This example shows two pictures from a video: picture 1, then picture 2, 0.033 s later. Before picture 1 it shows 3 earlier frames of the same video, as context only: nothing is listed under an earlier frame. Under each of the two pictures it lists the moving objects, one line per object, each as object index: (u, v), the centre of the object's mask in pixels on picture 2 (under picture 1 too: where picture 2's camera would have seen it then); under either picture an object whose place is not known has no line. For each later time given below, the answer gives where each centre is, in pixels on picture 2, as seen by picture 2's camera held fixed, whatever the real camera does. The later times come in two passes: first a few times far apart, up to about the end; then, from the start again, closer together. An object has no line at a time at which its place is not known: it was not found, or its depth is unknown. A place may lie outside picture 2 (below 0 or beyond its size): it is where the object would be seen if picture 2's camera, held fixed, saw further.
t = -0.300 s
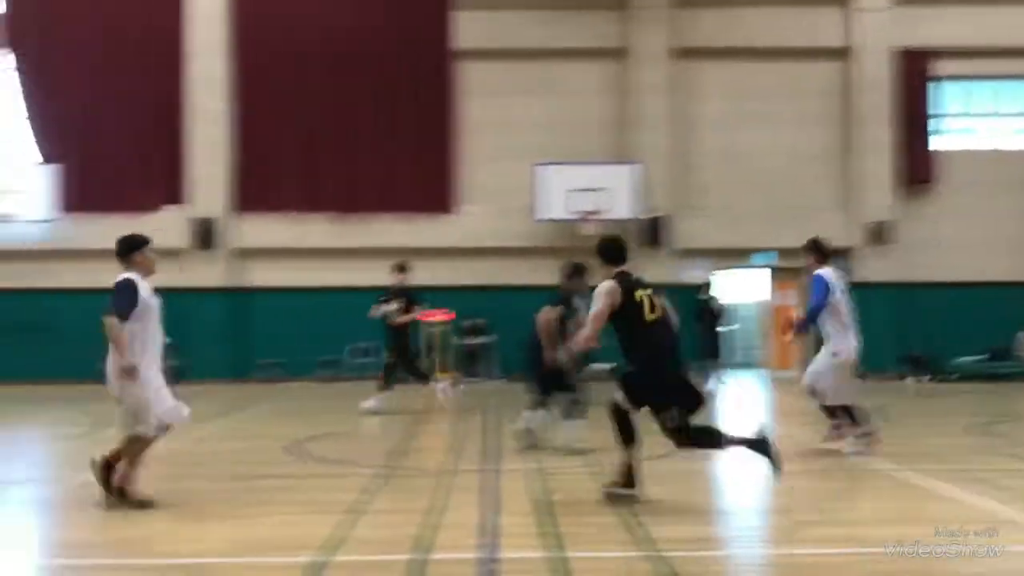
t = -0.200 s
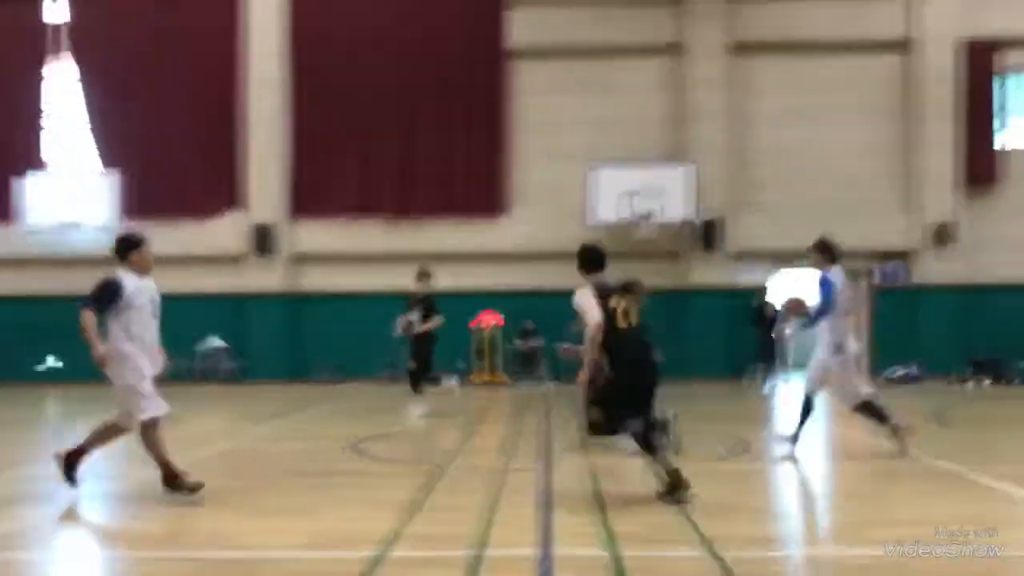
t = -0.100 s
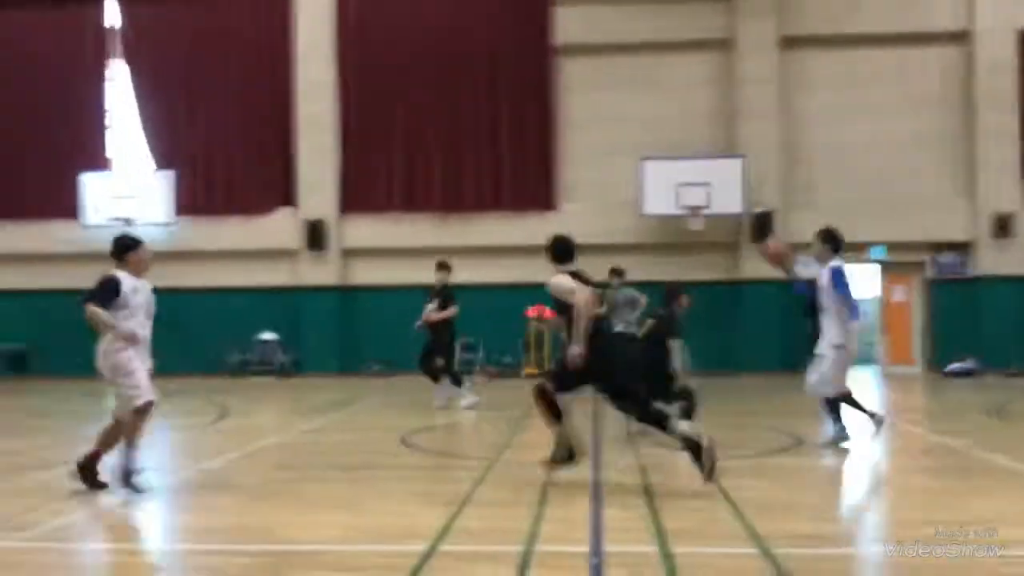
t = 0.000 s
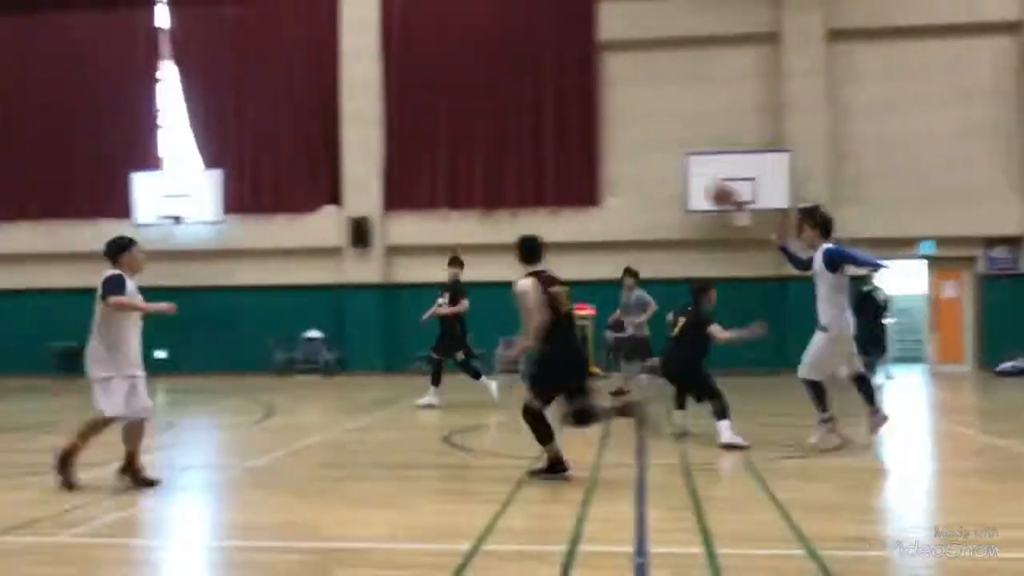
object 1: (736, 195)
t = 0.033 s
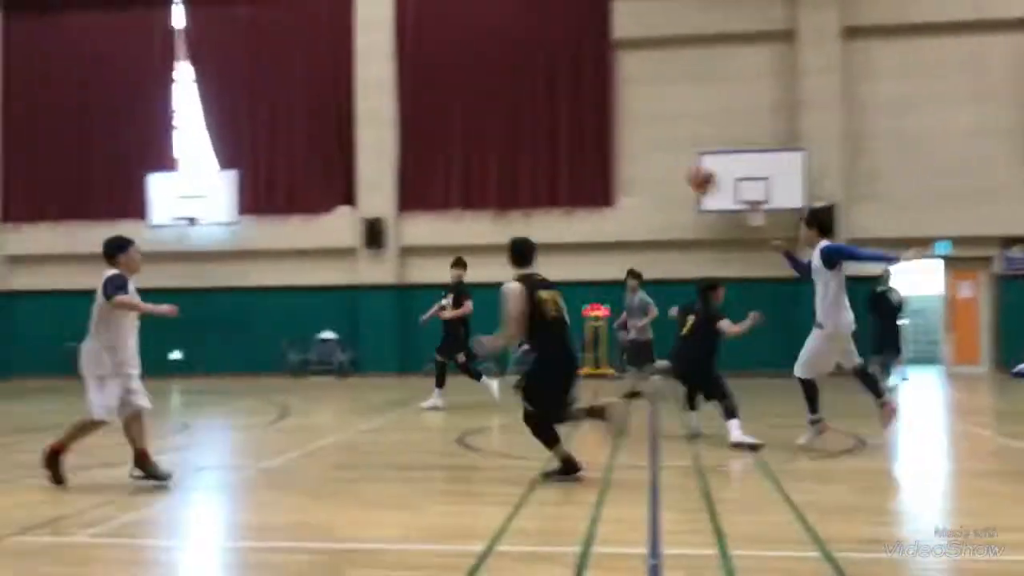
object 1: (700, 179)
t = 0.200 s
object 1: (534, 120)
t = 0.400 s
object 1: (339, 89)
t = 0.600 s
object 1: (144, 101)
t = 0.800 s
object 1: (-47, 160)
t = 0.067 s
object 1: (670, 166)
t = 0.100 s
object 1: (633, 151)
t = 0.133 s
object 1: (599, 139)
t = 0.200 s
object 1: (534, 120)
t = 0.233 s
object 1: (501, 112)
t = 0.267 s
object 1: (468, 104)
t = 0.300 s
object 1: (435, 98)
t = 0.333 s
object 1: (404, 94)
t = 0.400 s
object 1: (339, 89)
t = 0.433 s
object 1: (304, 89)
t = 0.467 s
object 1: (272, 90)
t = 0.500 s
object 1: (240, 92)
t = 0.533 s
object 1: (208, 93)
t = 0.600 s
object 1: (144, 101)
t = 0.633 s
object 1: (113, 112)
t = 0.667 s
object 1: (80, 116)
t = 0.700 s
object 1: (50, 126)
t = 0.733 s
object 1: (19, 135)
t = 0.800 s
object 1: (-47, 160)
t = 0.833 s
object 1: (-75, 175)
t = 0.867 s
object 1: (-107, 190)
